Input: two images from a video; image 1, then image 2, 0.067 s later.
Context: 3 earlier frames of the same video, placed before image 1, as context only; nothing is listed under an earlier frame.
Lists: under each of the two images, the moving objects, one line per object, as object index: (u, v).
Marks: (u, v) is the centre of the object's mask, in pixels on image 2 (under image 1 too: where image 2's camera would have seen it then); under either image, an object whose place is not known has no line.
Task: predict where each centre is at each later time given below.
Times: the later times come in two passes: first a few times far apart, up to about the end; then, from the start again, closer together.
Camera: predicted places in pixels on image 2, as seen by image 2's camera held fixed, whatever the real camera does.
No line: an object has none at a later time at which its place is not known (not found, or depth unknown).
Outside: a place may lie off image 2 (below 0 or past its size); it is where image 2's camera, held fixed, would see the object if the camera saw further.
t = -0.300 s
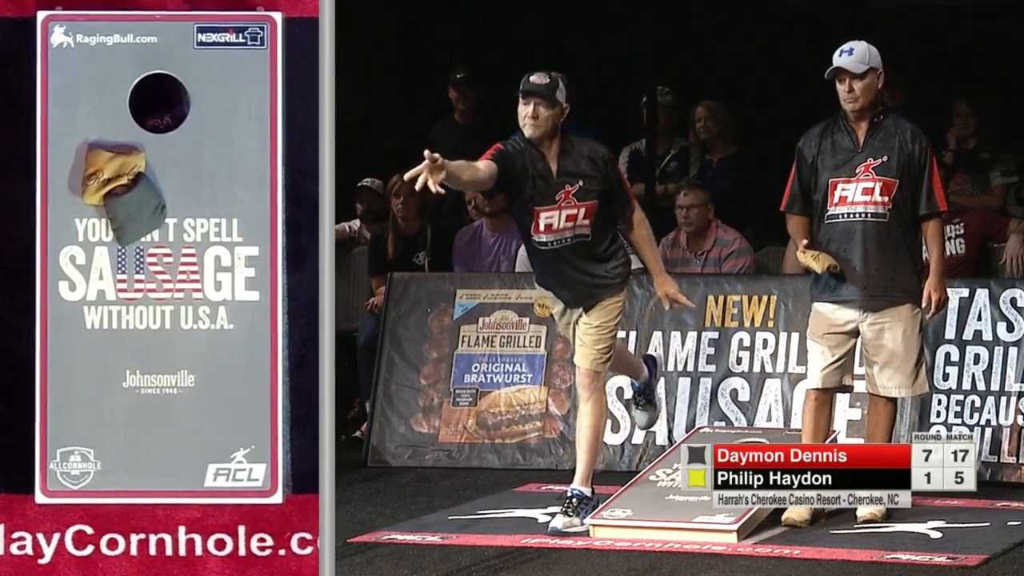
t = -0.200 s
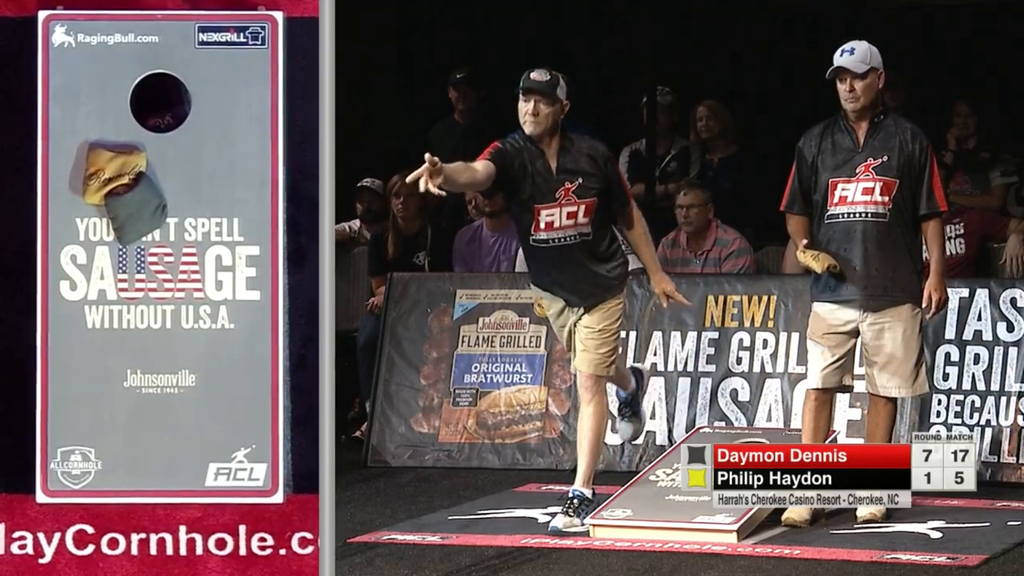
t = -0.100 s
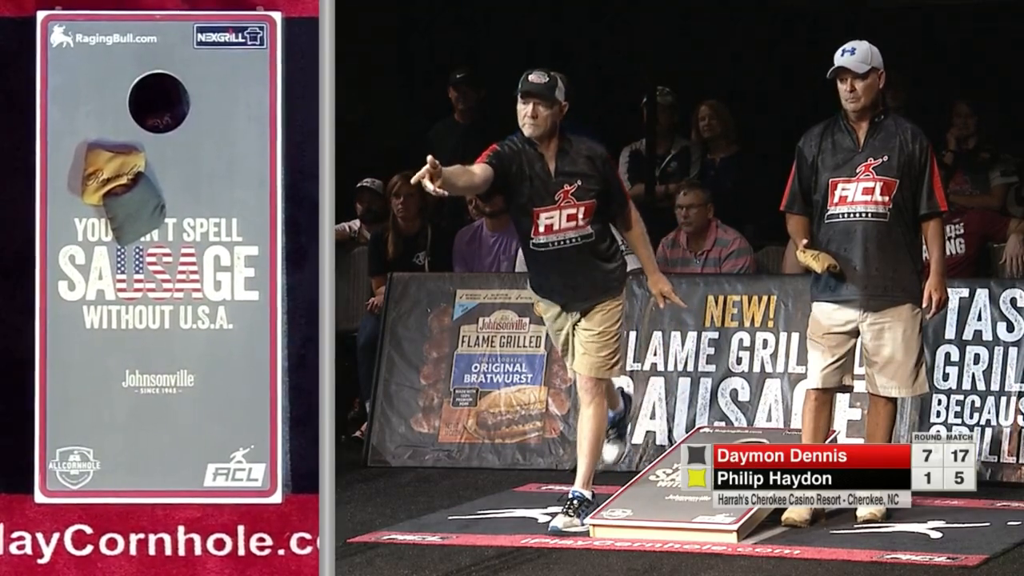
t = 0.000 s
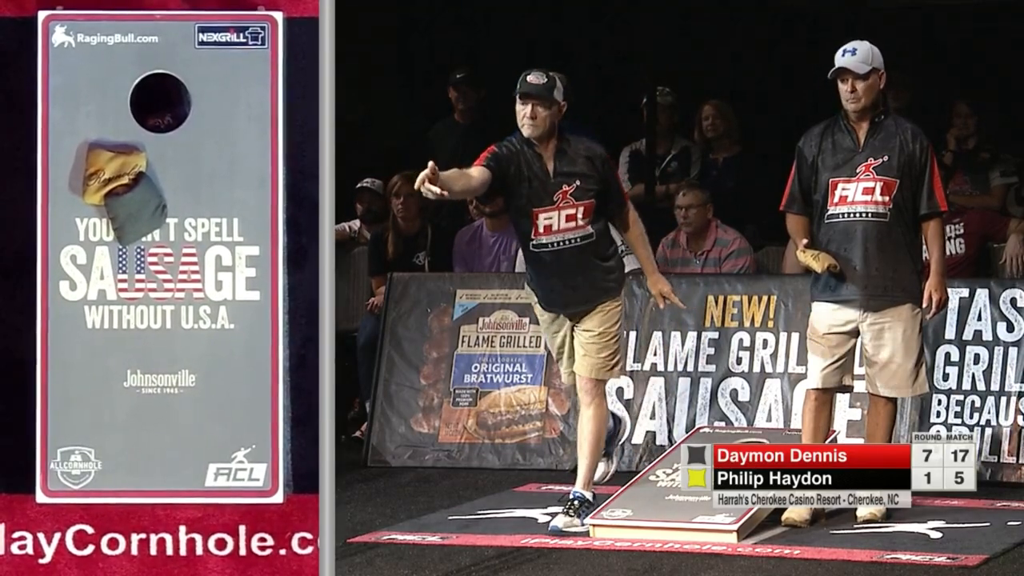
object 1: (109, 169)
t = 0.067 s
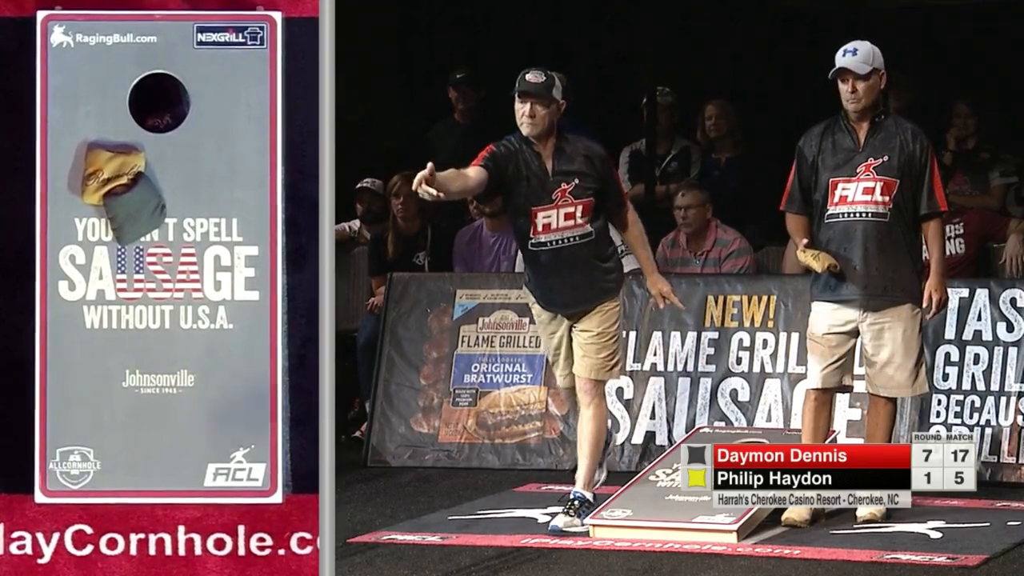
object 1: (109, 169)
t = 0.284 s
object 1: (109, 169)
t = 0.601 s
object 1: (102, 155)
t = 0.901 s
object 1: (90, 127)
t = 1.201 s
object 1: (91, 127)
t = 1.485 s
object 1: (91, 127)
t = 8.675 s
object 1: (92, 127)
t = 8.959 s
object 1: (92, 129)
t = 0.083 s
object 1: (109, 169)
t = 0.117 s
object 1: (109, 169)
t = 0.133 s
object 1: (109, 169)
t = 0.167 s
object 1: (109, 169)
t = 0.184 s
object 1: (109, 169)
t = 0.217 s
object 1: (109, 169)
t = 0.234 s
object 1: (109, 169)
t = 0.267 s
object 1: (109, 169)
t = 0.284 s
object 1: (109, 169)
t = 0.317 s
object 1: (109, 169)
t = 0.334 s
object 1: (109, 169)
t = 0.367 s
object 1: (109, 169)
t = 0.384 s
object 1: (109, 169)
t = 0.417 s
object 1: (109, 169)
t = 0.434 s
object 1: (109, 169)
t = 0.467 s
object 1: (109, 169)
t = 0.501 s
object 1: (109, 169)
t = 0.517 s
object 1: (109, 169)
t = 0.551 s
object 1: (109, 169)
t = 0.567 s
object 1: (106, 165)
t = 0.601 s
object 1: (102, 155)
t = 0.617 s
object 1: (101, 155)
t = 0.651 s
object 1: (94, 141)
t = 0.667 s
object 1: (92, 140)
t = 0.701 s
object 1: (89, 132)
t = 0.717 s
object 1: (89, 130)
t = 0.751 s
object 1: (88, 126)
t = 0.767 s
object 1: (87, 128)
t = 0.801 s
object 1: (87, 127)
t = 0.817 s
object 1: (87, 127)
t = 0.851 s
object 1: (88, 128)
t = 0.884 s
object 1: (90, 127)
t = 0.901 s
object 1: (90, 127)
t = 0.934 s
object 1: (91, 127)
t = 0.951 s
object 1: (91, 127)
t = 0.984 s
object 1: (91, 127)
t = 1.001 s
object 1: (91, 127)
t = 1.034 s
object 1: (91, 127)
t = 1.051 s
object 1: (91, 127)
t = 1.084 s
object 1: (91, 127)
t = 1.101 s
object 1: (91, 127)
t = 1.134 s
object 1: (91, 127)
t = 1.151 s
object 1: (91, 127)
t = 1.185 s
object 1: (91, 127)
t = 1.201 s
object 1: (91, 127)
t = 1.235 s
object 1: (91, 127)
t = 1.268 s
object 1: (91, 127)
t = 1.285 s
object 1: (91, 127)
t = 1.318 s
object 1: (91, 127)
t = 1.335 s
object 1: (91, 127)
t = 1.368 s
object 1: (91, 127)
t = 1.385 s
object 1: (91, 127)
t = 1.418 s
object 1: (91, 127)
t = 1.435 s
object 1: (91, 127)
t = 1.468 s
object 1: (91, 127)
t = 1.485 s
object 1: (91, 127)
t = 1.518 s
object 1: (91, 127)
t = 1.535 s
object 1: (91, 127)
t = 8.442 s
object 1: (92, 129)
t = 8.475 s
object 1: (92, 129)
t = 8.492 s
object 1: (92, 129)
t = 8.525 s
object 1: (92, 129)
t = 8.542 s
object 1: (92, 128)
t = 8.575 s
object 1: (92, 128)
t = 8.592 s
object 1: (92, 128)
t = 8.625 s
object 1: (92, 128)
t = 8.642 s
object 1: (92, 128)
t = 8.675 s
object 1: (92, 127)
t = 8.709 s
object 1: (92, 127)
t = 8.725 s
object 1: (92, 127)
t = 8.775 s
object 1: (92, 128)
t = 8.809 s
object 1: (92, 129)
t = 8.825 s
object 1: (92, 129)
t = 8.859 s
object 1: (92, 129)
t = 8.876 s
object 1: (92, 129)
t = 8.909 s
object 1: (92, 129)
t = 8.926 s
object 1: (92, 128)
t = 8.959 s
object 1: (92, 129)
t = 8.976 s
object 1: (92, 128)
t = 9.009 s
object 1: (93, 128)
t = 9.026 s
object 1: (92, 129)
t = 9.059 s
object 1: (92, 129)
